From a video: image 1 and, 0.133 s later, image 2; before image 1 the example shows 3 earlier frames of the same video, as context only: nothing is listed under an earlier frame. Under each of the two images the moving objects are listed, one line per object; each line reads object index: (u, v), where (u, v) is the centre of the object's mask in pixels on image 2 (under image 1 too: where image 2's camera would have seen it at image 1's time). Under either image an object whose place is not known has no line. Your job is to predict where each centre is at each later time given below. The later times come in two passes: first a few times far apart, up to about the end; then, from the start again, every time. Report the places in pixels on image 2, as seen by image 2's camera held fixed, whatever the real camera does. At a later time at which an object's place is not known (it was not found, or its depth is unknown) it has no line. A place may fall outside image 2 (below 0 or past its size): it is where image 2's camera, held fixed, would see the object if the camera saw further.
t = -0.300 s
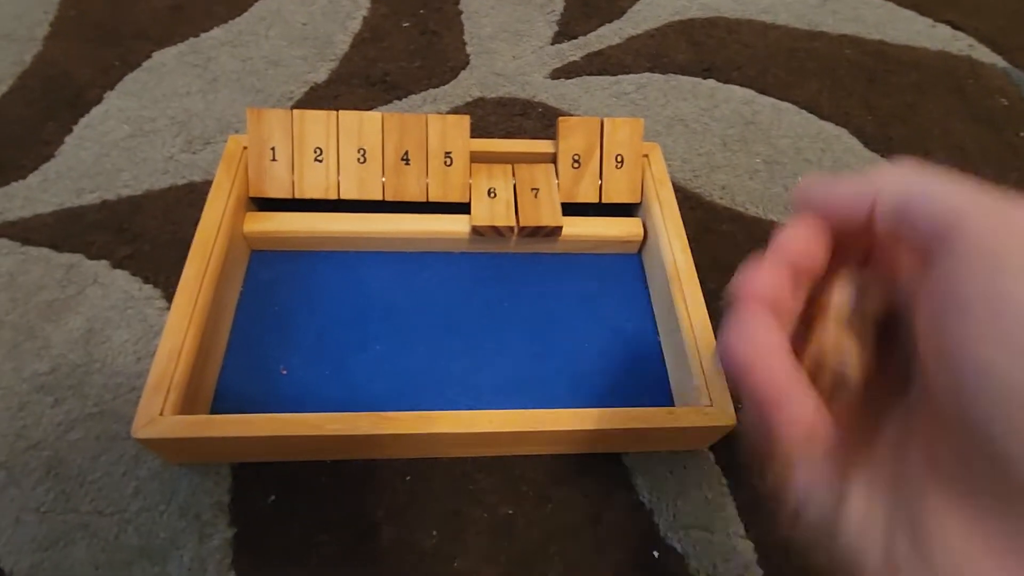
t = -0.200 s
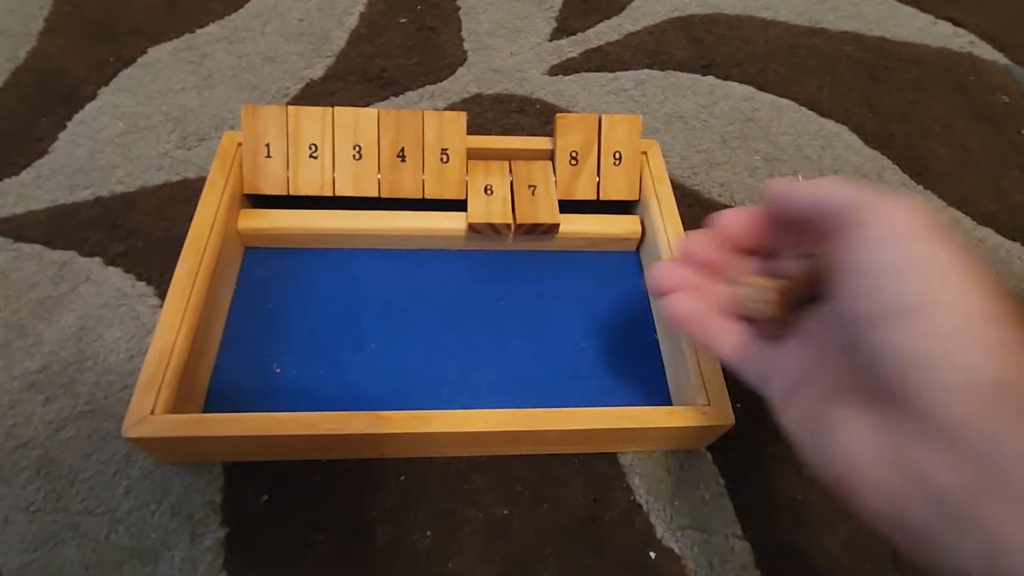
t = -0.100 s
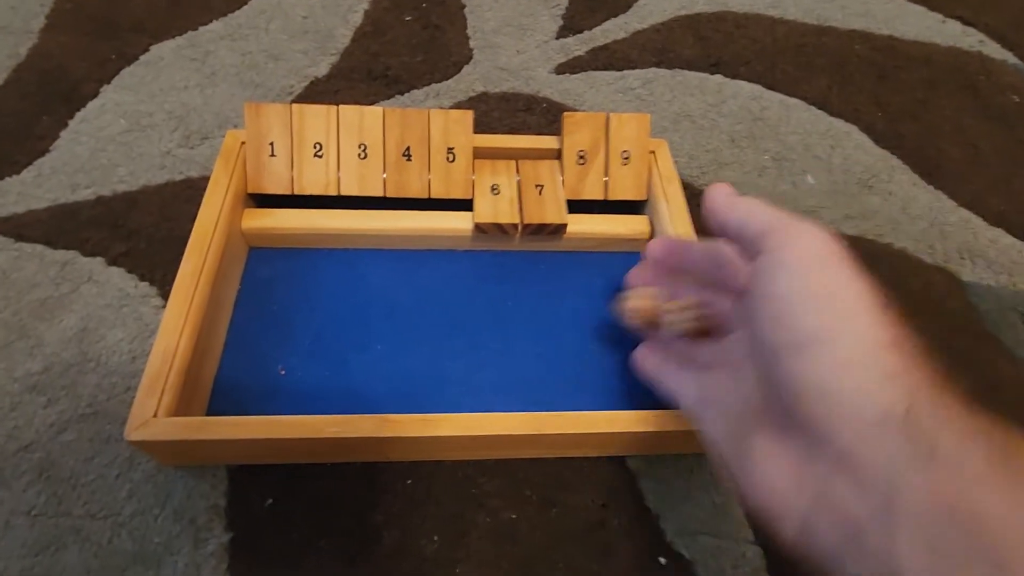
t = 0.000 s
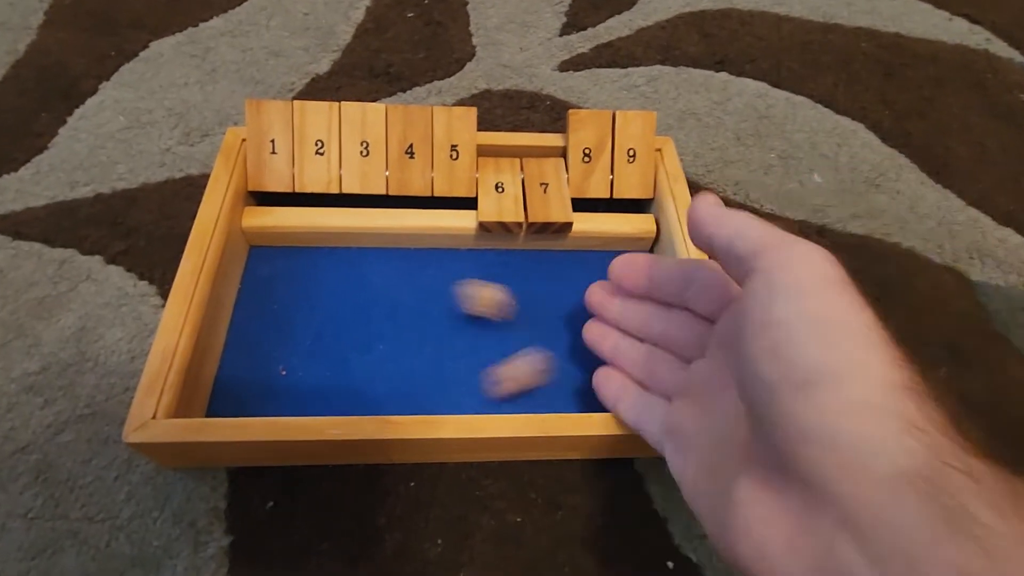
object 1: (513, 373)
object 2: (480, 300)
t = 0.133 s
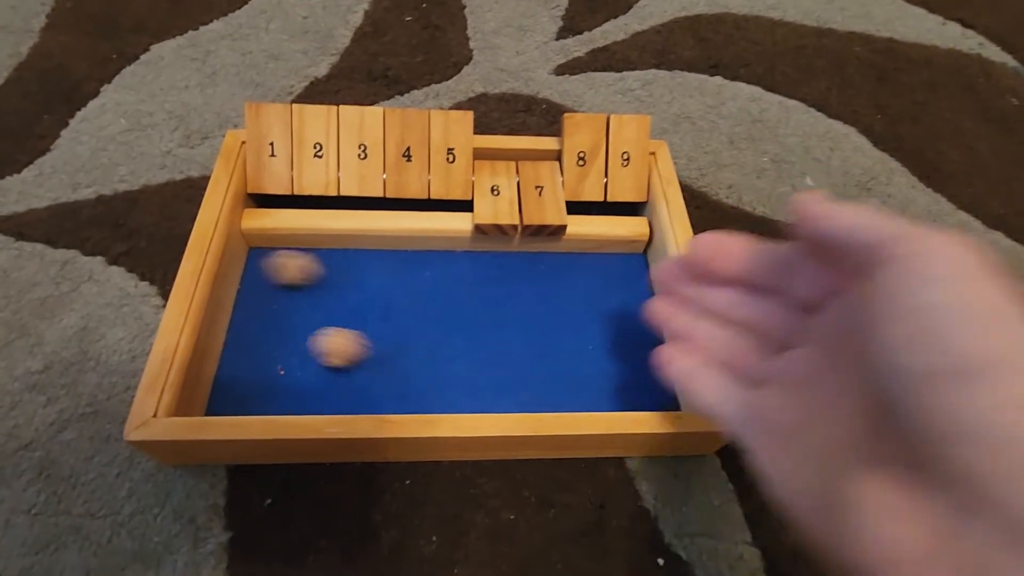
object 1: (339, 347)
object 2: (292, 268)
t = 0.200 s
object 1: (266, 332)
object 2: (285, 254)
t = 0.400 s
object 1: (336, 283)
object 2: (393, 266)
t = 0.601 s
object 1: (395, 255)
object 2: (431, 292)
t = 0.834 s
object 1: (412, 268)
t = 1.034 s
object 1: (407, 275)
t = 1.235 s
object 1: (406, 275)
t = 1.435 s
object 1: (406, 275)
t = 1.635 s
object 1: (406, 275)
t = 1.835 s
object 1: (407, 275)
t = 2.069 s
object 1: (407, 275)
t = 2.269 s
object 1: (407, 275)
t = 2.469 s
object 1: (406, 276)
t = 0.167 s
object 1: (303, 343)
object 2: (260, 259)
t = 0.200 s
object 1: (266, 332)
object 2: (285, 254)
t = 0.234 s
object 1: (243, 325)
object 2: (312, 255)
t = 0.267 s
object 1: (271, 318)
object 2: (332, 251)
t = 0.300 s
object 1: (292, 311)
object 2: (350, 254)
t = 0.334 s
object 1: (312, 302)
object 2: (366, 258)
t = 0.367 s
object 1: (325, 293)
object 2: (378, 262)
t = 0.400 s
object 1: (336, 283)
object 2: (393, 266)
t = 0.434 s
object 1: (351, 276)
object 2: (404, 269)
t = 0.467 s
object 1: (362, 274)
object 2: (417, 274)
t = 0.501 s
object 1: (374, 268)
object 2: (422, 279)
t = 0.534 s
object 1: (381, 261)
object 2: (425, 283)
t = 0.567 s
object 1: (389, 254)
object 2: (428, 287)
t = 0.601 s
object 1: (395, 255)
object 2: (431, 292)
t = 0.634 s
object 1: (399, 257)
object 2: (434, 297)
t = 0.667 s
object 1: (403, 259)
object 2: (433, 299)
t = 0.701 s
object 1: (407, 262)
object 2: (433, 298)
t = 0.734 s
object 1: (410, 264)
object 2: (434, 295)
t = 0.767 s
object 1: (411, 264)
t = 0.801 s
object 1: (412, 266)
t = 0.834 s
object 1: (412, 268)
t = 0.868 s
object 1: (409, 271)
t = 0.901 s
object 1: (407, 275)
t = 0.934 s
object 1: (405, 279)
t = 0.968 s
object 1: (405, 278)
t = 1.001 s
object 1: (406, 275)
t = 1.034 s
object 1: (407, 275)
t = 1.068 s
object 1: (406, 275)
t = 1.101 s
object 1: (407, 275)
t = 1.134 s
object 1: (407, 275)
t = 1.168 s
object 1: (406, 275)
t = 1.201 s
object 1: (406, 275)
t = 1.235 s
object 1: (406, 275)
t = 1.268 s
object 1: (406, 275)
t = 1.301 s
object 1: (406, 275)
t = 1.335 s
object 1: (406, 275)
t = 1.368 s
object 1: (406, 275)
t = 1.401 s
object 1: (406, 275)
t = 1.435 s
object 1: (406, 275)
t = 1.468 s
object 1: (406, 275)
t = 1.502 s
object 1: (406, 275)
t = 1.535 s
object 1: (406, 275)
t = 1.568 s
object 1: (406, 275)
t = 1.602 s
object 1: (406, 275)
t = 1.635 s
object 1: (406, 275)
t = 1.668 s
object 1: (406, 275)
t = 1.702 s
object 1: (406, 275)
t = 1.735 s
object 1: (406, 275)
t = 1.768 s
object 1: (406, 275)
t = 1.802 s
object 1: (406, 275)
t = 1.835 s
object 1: (407, 275)
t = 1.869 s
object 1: (407, 275)
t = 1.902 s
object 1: (406, 275)
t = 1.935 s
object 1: (407, 275)
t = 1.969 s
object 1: (407, 275)
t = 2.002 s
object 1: (406, 276)
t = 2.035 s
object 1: (407, 275)
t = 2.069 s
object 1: (407, 275)
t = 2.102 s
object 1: (407, 275)
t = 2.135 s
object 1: (407, 275)
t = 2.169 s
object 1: (406, 275)
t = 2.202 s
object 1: (406, 275)
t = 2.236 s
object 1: (406, 275)
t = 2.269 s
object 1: (407, 275)
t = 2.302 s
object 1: (406, 275)
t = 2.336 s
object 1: (406, 276)
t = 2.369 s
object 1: (406, 275)
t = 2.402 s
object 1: (406, 276)
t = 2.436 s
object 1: (406, 276)
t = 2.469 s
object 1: (406, 276)
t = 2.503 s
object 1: (405, 275)
